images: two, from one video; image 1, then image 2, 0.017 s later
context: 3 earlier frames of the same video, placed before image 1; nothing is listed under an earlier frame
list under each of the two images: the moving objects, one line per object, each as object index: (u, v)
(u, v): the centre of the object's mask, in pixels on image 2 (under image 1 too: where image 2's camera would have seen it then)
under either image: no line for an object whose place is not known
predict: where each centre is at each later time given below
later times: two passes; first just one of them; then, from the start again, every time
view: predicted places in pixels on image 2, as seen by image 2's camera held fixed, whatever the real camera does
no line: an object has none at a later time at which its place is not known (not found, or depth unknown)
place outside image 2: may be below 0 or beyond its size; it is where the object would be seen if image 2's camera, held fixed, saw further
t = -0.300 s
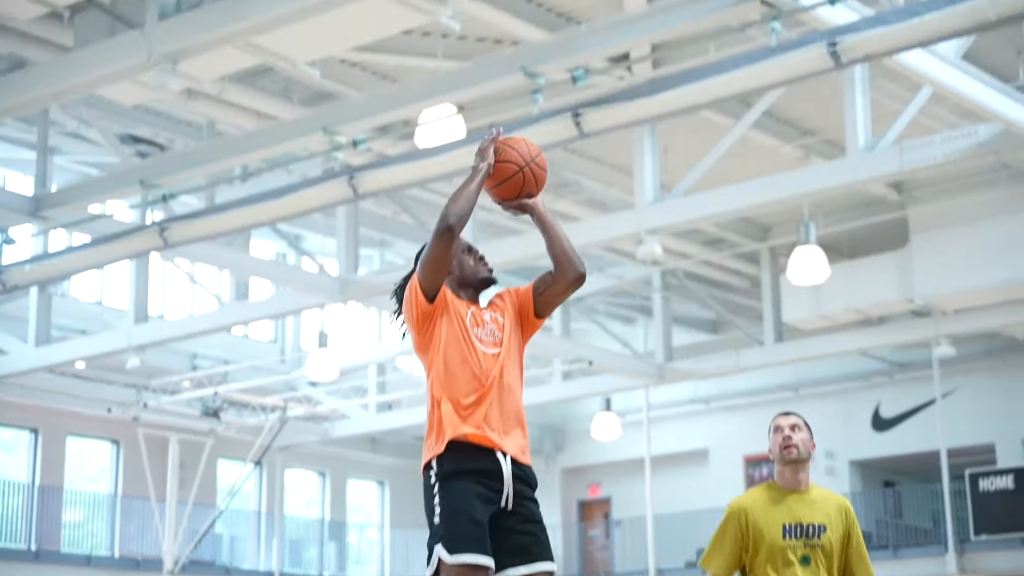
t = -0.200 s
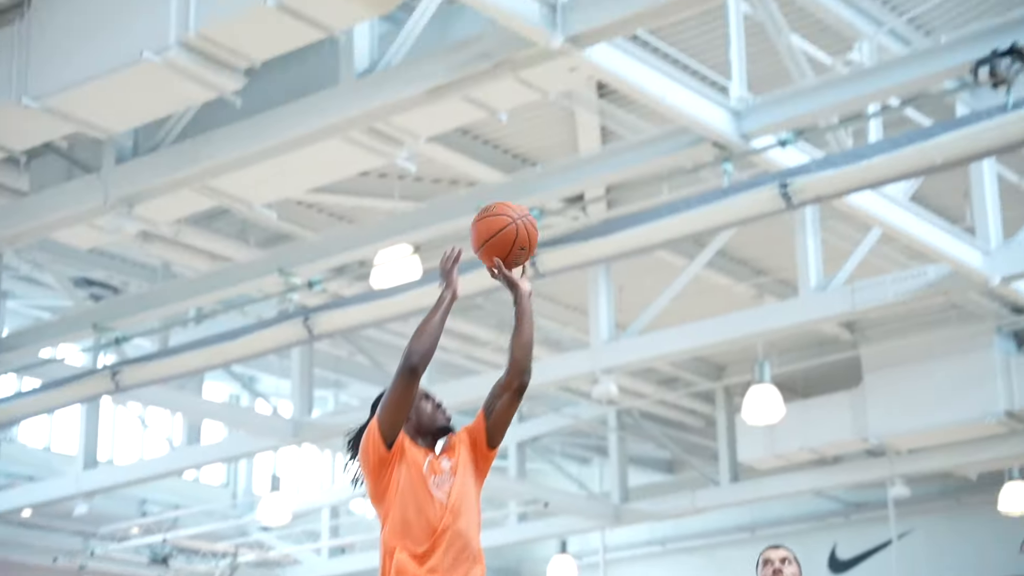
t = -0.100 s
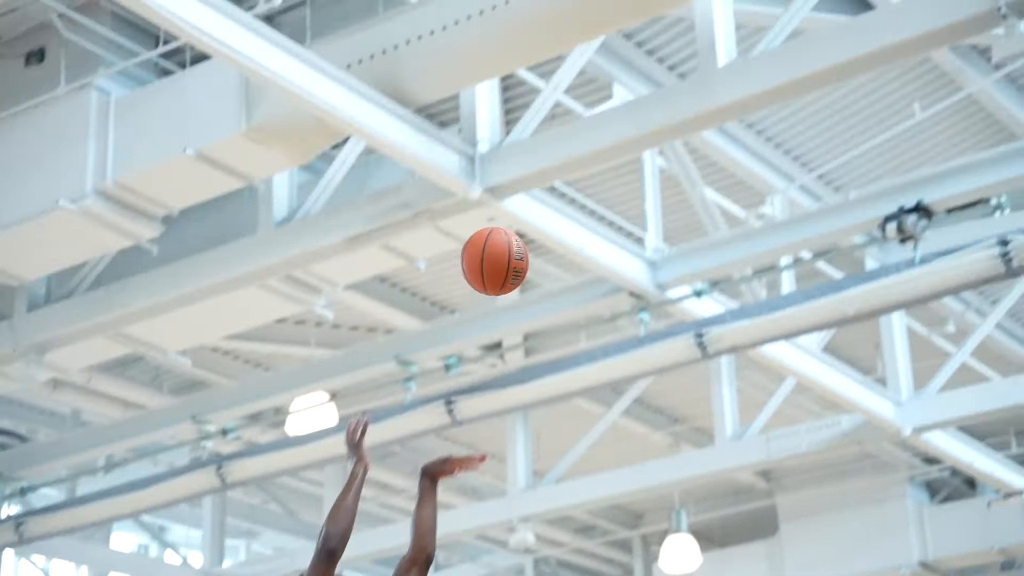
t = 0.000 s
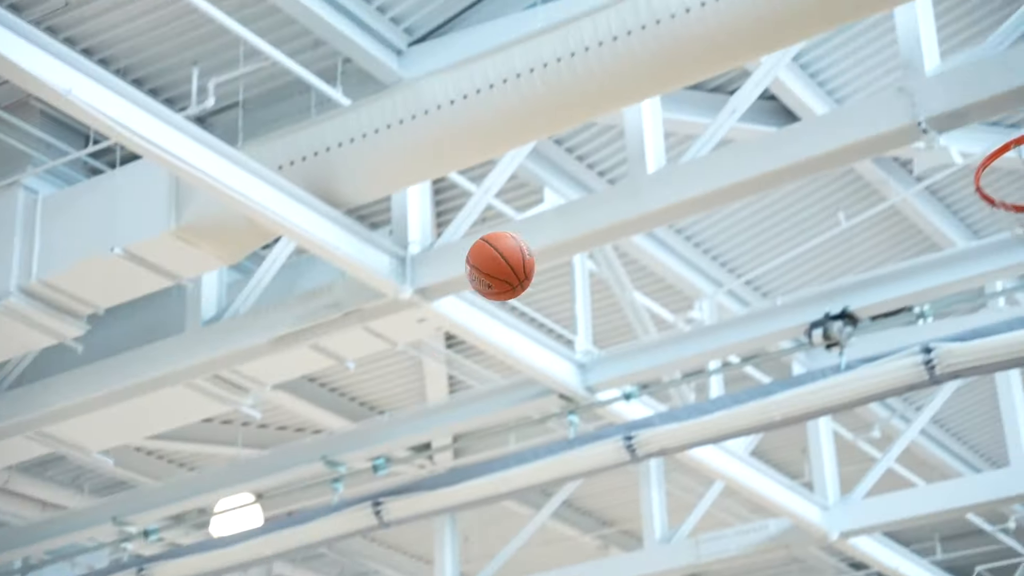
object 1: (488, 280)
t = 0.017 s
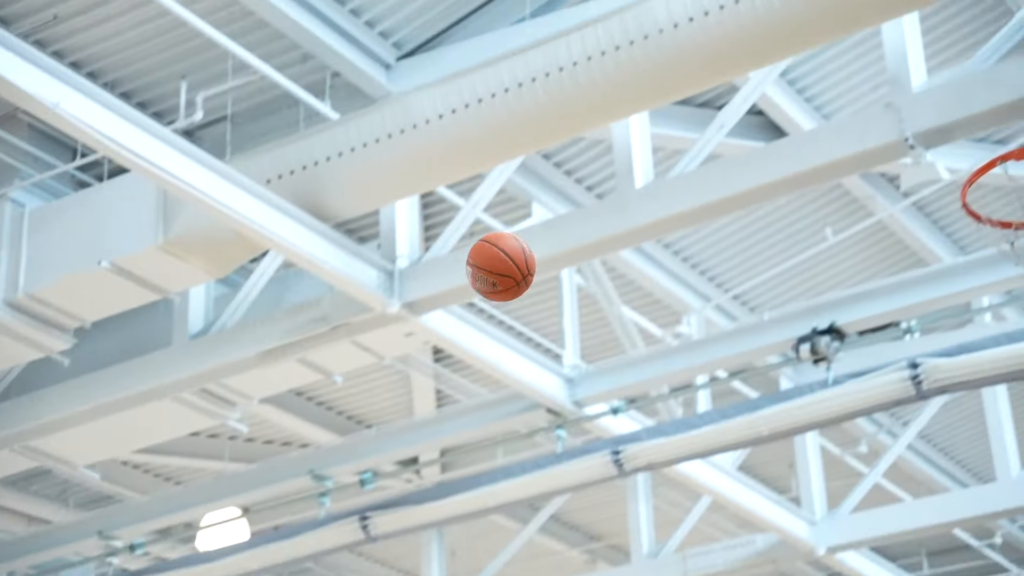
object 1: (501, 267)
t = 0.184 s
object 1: (632, 168)
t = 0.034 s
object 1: (513, 254)
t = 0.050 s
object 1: (526, 242)
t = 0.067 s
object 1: (539, 231)
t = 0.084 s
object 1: (552, 220)
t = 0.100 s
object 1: (565, 209)
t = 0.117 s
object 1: (578, 200)
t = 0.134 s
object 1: (591, 191)
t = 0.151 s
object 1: (604, 183)
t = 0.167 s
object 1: (618, 175)
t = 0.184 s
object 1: (632, 168)
